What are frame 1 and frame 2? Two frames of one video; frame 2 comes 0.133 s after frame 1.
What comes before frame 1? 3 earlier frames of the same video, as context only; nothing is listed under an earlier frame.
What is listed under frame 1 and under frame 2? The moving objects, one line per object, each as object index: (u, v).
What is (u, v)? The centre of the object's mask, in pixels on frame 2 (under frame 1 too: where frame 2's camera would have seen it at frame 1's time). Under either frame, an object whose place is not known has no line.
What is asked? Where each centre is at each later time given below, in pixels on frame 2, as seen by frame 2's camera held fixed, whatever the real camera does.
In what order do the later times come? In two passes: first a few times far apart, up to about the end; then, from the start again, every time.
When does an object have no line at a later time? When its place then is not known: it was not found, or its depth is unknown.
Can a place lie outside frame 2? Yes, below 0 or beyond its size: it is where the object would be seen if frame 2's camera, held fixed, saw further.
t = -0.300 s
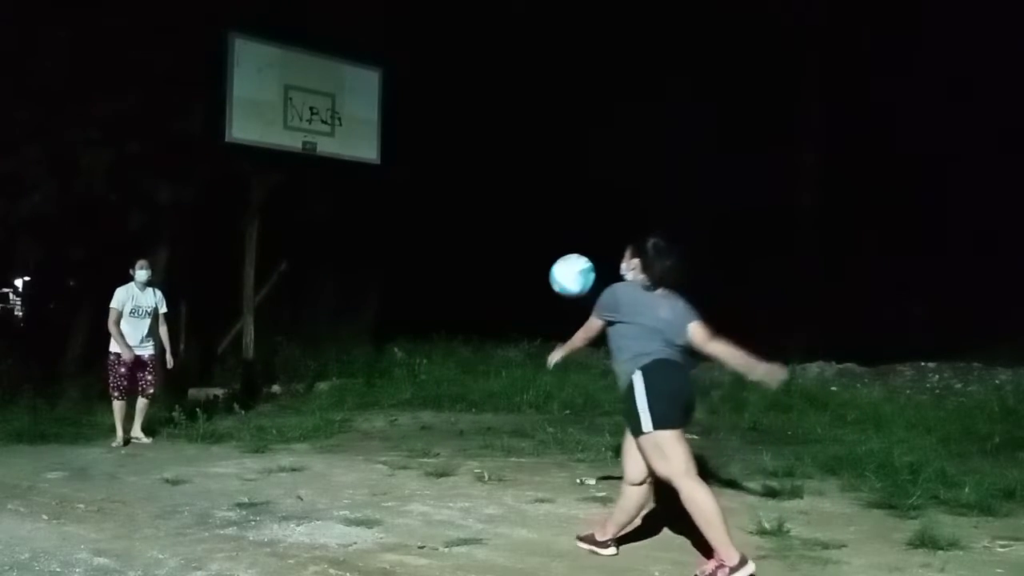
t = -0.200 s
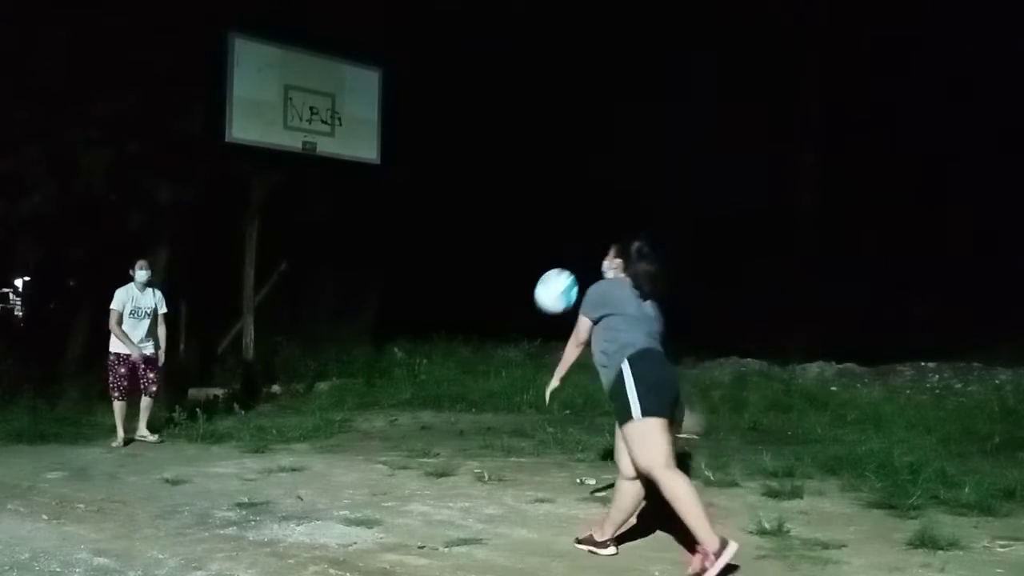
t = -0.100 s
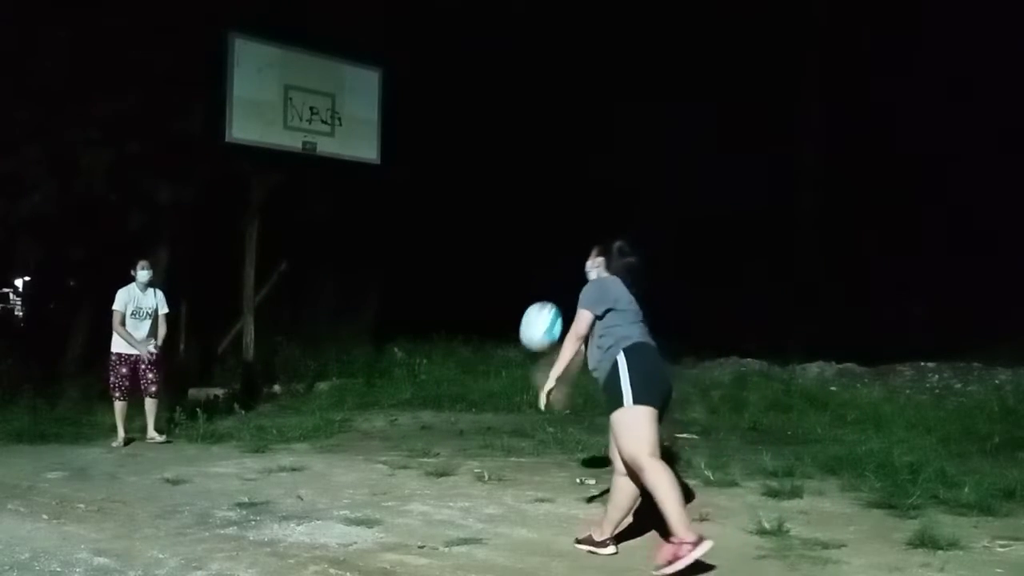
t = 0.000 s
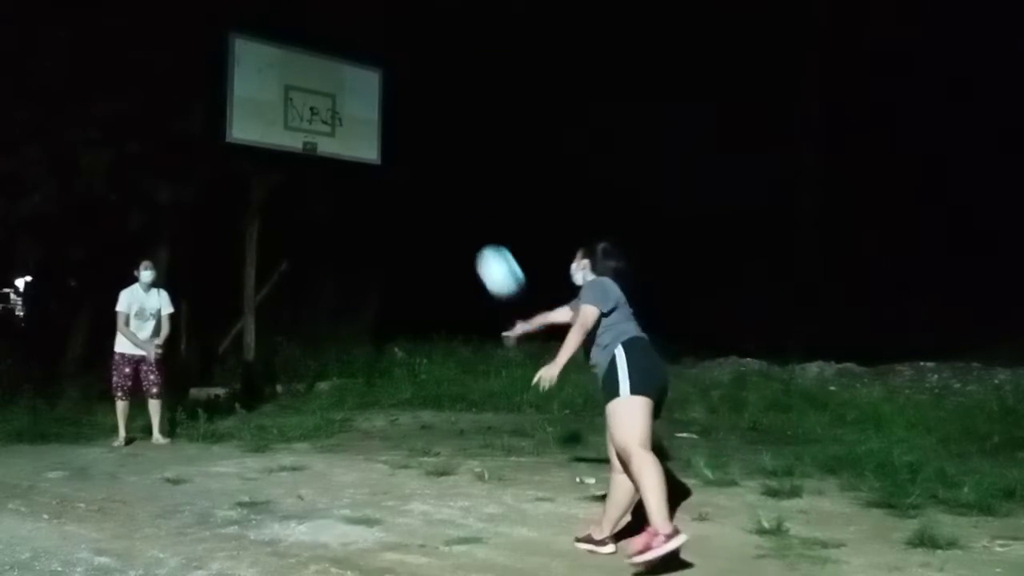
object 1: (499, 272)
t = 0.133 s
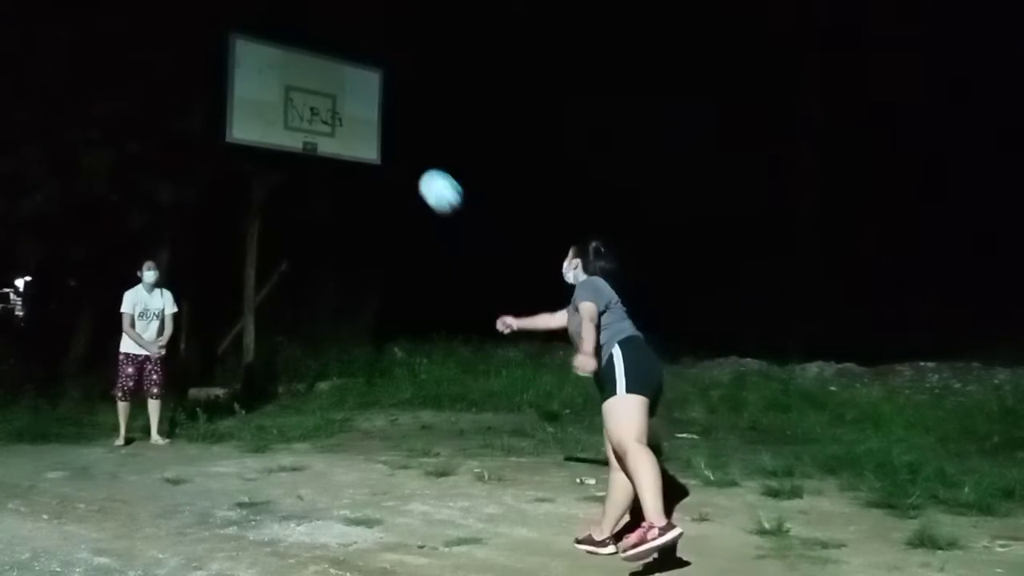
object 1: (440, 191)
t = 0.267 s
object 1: (389, 149)
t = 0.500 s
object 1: (314, 148)
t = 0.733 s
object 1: (254, 219)
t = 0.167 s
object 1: (426, 177)
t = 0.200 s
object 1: (413, 165)
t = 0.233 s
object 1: (401, 156)
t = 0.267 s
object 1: (389, 149)
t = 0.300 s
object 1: (377, 143)
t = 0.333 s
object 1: (365, 140)
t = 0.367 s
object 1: (353, 138)
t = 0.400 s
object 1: (343, 138)
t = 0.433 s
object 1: (333, 140)
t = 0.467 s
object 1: (323, 143)
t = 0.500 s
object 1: (314, 148)
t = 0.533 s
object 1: (305, 154)
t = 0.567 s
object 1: (296, 161)
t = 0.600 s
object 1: (287, 170)
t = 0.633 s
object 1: (278, 180)
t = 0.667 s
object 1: (269, 191)
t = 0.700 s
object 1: (262, 205)
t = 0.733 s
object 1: (254, 219)
